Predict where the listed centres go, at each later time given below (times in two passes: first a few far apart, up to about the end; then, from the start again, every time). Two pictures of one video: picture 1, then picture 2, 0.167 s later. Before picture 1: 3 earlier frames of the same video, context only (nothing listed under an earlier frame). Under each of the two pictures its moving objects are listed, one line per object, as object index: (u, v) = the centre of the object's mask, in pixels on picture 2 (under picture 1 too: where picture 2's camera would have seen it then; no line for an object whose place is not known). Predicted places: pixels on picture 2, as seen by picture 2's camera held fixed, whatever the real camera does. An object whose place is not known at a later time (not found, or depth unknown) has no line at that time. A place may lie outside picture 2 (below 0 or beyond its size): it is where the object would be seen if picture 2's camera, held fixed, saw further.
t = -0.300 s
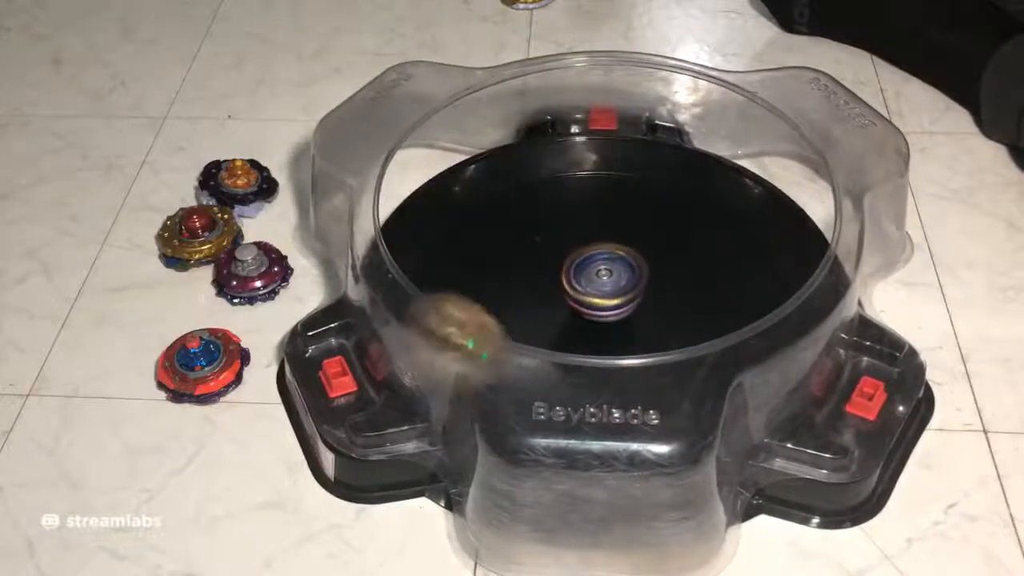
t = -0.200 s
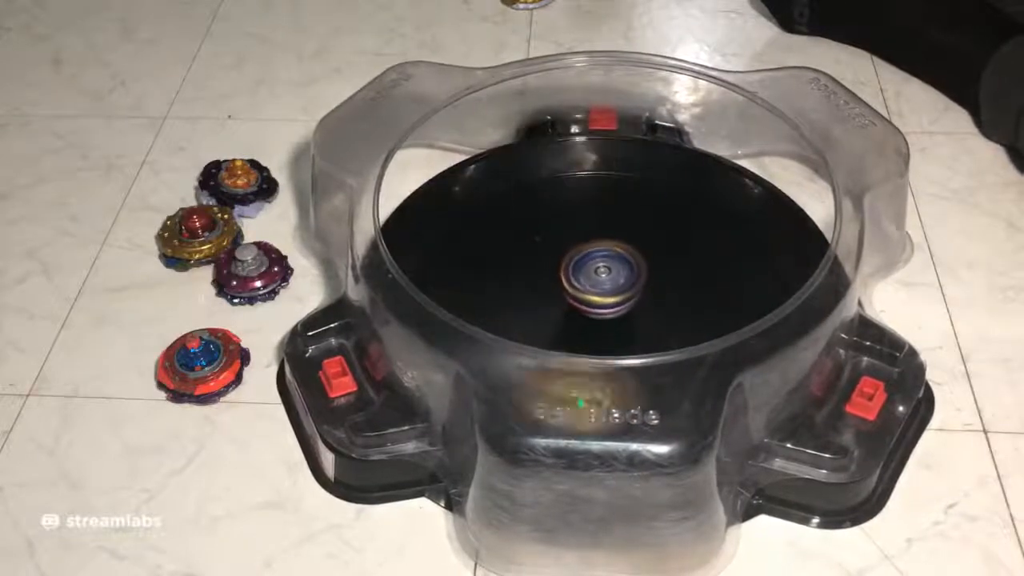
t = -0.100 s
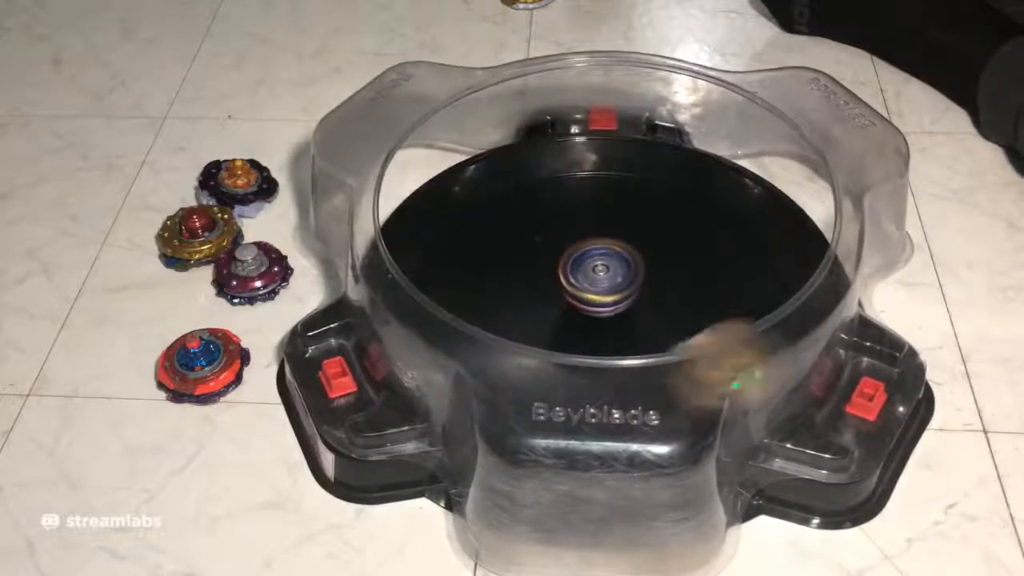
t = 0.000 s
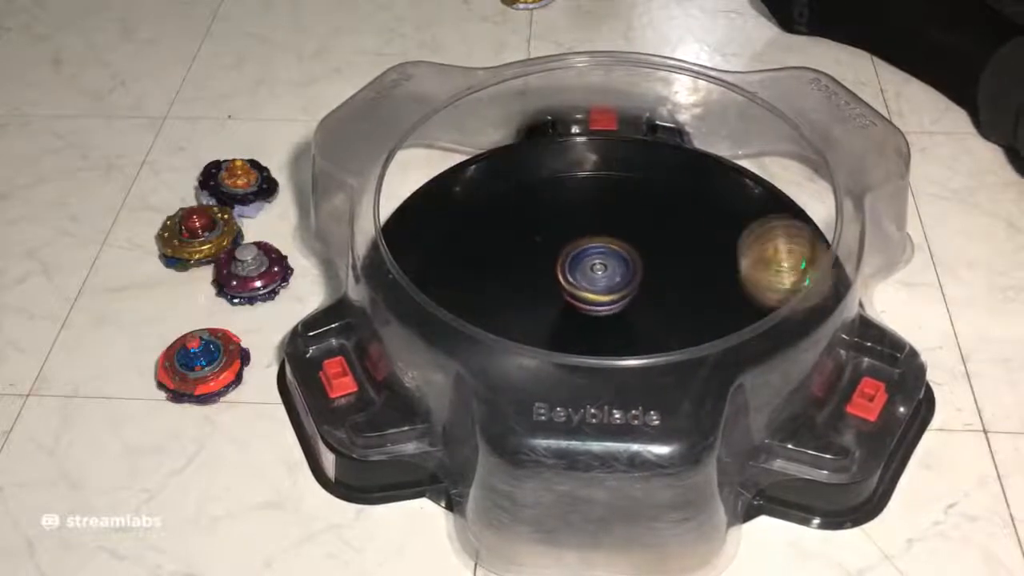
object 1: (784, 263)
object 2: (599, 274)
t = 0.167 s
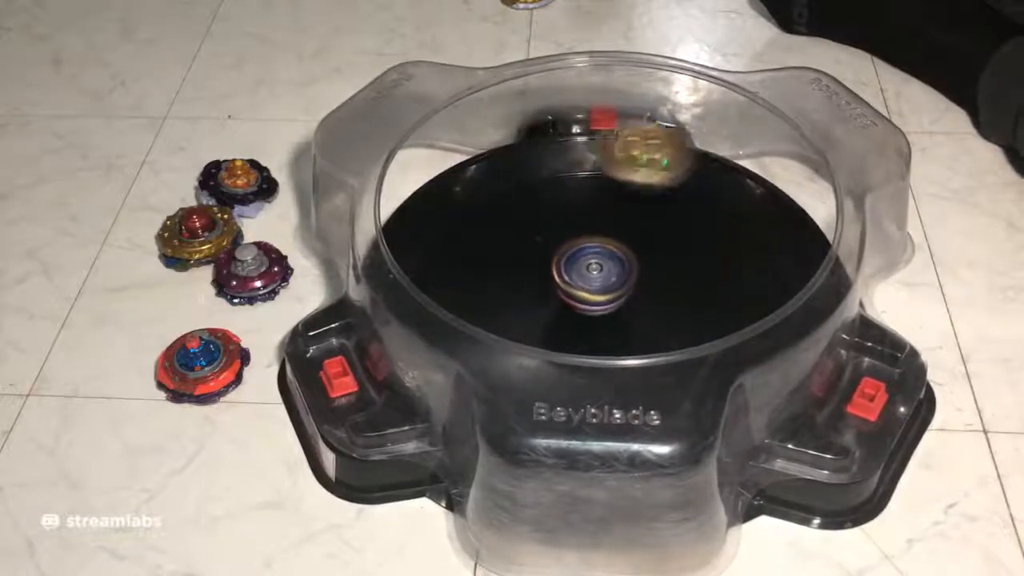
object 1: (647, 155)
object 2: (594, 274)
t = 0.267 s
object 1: (524, 161)
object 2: (592, 275)
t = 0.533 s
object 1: (458, 351)
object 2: (590, 281)
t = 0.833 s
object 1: (778, 257)
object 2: (595, 287)
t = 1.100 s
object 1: (534, 155)
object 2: (604, 287)
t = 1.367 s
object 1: (473, 344)
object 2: (607, 282)
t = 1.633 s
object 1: (772, 308)
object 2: (603, 278)
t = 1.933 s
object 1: (570, 145)
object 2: (595, 278)
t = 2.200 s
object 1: (451, 320)
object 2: (591, 283)
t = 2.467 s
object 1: (766, 331)
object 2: (594, 288)
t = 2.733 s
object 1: (637, 149)
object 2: (601, 289)
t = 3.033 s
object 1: (440, 311)
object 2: (605, 284)
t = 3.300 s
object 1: (751, 340)
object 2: (602, 279)
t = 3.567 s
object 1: (643, 151)
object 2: (595, 278)
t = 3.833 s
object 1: (424, 272)
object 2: (591, 281)
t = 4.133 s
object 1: (738, 350)
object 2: (594, 286)
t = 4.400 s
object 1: (665, 157)
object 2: (601, 286)
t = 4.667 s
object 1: (426, 254)
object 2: (605, 282)
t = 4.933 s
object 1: (696, 376)
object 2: (602, 278)
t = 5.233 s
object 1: (660, 153)
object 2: (597, 278)
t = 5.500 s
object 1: (428, 268)
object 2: (594, 282)
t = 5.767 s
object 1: (721, 369)
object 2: (597, 286)
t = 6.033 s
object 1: (672, 160)
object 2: (603, 285)
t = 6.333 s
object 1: (430, 288)
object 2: (604, 281)
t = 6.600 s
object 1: (734, 347)
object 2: (600, 279)
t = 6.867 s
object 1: (646, 151)
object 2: (595, 281)
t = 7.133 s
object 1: (430, 285)
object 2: (594, 285)
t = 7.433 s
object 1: (768, 316)
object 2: (599, 286)
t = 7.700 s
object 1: (589, 146)
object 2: (602, 283)
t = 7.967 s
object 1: (456, 330)
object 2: (600, 279)
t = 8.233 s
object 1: (777, 302)
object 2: (596, 279)
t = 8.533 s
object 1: (533, 157)
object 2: (594, 282)
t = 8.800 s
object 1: (507, 368)
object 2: (597, 284)
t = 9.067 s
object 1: (780, 257)
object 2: (602, 283)
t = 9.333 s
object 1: (515, 163)
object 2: (603, 280)
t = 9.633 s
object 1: (583, 394)
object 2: (599, 279)
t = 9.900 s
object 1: (759, 212)
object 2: (597, 282)
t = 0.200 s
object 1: (604, 149)
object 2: (594, 274)
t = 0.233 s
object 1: (562, 152)
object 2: (592, 275)
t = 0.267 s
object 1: (524, 161)
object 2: (592, 275)
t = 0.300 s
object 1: (491, 175)
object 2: (591, 276)
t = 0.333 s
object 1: (463, 192)
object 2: (591, 276)
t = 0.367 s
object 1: (441, 212)
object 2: (591, 277)
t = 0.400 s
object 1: (428, 234)
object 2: (590, 278)
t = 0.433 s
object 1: (422, 263)
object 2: (590, 278)
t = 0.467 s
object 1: (427, 289)
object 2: (590, 280)
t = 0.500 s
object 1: (441, 312)
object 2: (589, 281)
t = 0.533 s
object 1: (458, 351)
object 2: (590, 281)
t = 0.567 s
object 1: (505, 373)
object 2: (590, 282)
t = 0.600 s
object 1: (554, 396)
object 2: (590, 283)
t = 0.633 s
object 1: (604, 398)
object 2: (591, 283)
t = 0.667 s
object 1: (663, 393)
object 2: (591, 284)
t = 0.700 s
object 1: (704, 375)
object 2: (592, 285)
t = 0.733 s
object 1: (745, 348)
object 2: (593, 286)
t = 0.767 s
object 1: (768, 318)
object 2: (593, 286)
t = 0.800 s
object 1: (779, 288)
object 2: (595, 287)
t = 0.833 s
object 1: (778, 257)
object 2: (595, 287)
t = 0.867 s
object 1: (766, 230)
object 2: (596, 288)
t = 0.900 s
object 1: (746, 203)
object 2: (598, 288)
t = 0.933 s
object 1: (719, 184)
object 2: (599, 288)
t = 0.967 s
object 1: (684, 165)
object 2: (600, 288)
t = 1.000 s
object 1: (651, 153)
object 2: (601, 288)
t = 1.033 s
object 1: (613, 146)
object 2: (601, 288)
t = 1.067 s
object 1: (568, 147)
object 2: (603, 288)
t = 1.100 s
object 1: (534, 155)
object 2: (604, 287)
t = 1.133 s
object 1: (505, 164)
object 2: (604, 287)
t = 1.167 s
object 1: (471, 183)
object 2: (605, 286)
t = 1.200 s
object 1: (446, 203)
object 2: (606, 286)
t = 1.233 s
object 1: (429, 227)
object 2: (607, 285)
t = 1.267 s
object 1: (420, 257)
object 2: (607, 284)
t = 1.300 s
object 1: (428, 290)
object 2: (607, 283)
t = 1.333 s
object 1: (446, 317)
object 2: (608, 283)
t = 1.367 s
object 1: (473, 344)
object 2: (607, 282)
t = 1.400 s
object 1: (511, 374)
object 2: (608, 281)
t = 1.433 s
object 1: (552, 391)
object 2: (607, 281)
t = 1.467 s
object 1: (605, 397)
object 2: (607, 280)
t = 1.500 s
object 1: (652, 395)
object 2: (607, 280)
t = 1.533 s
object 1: (688, 380)
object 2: (606, 279)
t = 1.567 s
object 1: (724, 359)
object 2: (605, 279)
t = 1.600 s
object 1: (754, 336)
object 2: (604, 279)
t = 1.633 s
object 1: (772, 308)
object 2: (603, 278)
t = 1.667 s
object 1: (780, 279)
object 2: (603, 278)
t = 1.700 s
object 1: (778, 249)
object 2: (602, 277)
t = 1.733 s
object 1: (766, 224)
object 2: (601, 277)
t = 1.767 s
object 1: (747, 199)
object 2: (600, 277)
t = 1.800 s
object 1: (720, 179)
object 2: (599, 277)
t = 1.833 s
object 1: (689, 161)
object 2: (598, 277)
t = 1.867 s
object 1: (652, 150)
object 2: (597, 277)
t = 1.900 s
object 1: (613, 143)
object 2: (596, 278)
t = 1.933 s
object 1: (570, 145)
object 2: (595, 278)
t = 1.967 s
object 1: (533, 154)
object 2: (594, 278)
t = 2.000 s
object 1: (498, 168)
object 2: (594, 279)
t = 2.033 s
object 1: (469, 187)
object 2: (593, 280)
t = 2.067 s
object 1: (445, 209)
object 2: (593, 280)
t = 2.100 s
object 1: (430, 236)
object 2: (592, 281)
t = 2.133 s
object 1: (427, 268)
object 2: (591, 281)
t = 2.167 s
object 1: (434, 296)
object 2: (591, 282)
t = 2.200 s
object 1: (451, 320)
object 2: (591, 283)
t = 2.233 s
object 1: (477, 352)
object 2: (591, 284)
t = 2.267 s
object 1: (517, 373)
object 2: (591, 284)
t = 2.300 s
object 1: (567, 394)
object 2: (591, 285)
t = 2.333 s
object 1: (611, 397)
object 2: (592, 286)
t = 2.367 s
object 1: (661, 393)
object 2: (592, 287)
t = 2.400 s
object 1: (697, 378)
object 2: (593, 287)
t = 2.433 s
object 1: (733, 354)
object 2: (593, 288)
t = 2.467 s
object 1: (766, 331)
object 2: (594, 288)
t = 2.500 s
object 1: (781, 303)
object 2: (595, 288)
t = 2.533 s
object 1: (788, 272)
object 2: (595, 289)
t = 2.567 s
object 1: (780, 241)
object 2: (597, 289)
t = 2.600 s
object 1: (765, 215)
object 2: (598, 289)
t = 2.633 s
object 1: (740, 190)
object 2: (599, 289)
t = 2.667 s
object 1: (707, 172)
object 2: (600, 290)
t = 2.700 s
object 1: (670, 158)
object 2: (600, 289)
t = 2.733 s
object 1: (637, 149)
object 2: (601, 289)
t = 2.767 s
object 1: (589, 147)
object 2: (602, 289)
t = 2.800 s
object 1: (551, 151)
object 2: (603, 288)
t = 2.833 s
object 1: (519, 161)
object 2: (603, 288)
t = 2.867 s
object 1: (487, 177)
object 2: (603, 287)
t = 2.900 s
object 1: (459, 198)
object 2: (604, 287)
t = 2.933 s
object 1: (440, 219)
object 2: (604, 286)
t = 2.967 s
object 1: (428, 248)
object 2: (605, 286)
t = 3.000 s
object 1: (430, 281)
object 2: (605, 285)
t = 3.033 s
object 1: (440, 311)
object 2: (605, 284)
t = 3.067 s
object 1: (457, 339)
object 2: (605, 284)
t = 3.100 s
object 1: (494, 362)
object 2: (605, 283)
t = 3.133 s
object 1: (532, 382)
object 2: (605, 282)
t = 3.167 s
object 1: (583, 399)
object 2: (604, 281)
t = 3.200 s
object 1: (634, 399)
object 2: (604, 281)
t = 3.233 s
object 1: (686, 386)
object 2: (603, 280)
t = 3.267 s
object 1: (723, 367)
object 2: (602, 279)
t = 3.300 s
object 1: (751, 340)
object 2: (602, 279)
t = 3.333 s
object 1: (779, 312)
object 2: (601, 278)
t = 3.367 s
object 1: (784, 279)
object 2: (601, 278)
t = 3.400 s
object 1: (779, 248)
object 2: (599, 278)
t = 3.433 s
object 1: (765, 221)
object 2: (599, 278)
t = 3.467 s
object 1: (741, 196)
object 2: (598, 278)
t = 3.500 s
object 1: (711, 176)
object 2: (597, 277)
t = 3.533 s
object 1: (678, 161)
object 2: (596, 278)
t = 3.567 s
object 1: (643, 151)
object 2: (595, 278)
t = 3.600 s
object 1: (599, 146)
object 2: (595, 278)
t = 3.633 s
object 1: (560, 150)
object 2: (594, 279)
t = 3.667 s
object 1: (520, 160)
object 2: (593, 279)
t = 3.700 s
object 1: (490, 173)
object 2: (592, 279)
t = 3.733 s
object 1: (461, 192)
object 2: (592, 280)
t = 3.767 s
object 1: (440, 214)
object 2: (591, 280)
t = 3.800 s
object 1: (427, 240)
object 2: (591, 281)
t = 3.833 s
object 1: (424, 272)
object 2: (591, 281)
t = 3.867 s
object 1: (430, 300)
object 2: (590, 282)
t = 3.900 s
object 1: (448, 334)
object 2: (590, 282)
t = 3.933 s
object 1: (489, 363)
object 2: (591, 283)
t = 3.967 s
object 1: (532, 386)
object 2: (591, 283)
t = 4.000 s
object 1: (577, 395)
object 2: (591, 284)
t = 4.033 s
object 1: (625, 398)
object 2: (592, 285)
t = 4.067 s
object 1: (663, 393)
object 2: (593, 285)
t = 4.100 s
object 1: (708, 372)
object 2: (593, 286)
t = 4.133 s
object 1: (738, 350)
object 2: (594, 286)
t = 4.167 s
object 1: (765, 327)
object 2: (595, 286)
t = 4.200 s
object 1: (777, 296)
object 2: (596, 286)
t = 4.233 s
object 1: (776, 263)
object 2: (597, 287)
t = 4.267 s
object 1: (774, 237)
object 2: (597, 286)
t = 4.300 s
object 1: (756, 210)
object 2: (599, 287)
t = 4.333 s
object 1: (732, 188)
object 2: (599, 287)
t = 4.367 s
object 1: (701, 170)
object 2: (600, 286)
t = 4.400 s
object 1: (665, 157)
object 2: (601, 286)
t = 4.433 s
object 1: (631, 148)
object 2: (601, 286)
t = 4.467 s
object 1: (587, 145)
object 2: (602, 285)
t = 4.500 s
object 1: (546, 150)
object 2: (603, 285)
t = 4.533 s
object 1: (513, 161)
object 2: (604, 284)
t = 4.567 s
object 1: (479, 179)
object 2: (604, 284)
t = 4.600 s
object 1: (452, 200)
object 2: (605, 283)
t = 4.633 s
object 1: (434, 225)
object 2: (605, 283)
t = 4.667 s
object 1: (426, 254)
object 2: (605, 282)
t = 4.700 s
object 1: (429, 287)
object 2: (605, 281)
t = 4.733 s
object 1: (444, 316)
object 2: (605, 281)
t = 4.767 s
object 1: (470, 343)
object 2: (605, 280)
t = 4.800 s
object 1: (510, 372)
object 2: (605, 280)
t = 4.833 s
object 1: (550, 388)
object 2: (604, 279)
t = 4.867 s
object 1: (606, 397)
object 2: (604, 279)
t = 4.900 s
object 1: (658, 395)
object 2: (603, 278)
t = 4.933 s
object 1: (696, 376)
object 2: (602, 278)
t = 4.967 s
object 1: (737, 352)
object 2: (602, 278)
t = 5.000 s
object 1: (764, 329)
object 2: (601, 277)
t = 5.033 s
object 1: (780, 298)
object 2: (600, 277)
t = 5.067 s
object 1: (785, 266)
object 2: (600, 277)
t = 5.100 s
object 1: (775, 235)
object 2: (599, 277)
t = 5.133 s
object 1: (756, 207)
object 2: (599, 277)
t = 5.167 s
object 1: (731, 186)
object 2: (598, 277)
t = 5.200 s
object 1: (697, 167)
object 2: (597, 278)
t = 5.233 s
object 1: (660, 153)
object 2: (597, 278)
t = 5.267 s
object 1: (624, 147)
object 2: (596, 279)
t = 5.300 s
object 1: (574, 148)
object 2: (596, 279)
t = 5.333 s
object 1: (540, 155)
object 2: (595, 280)
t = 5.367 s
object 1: (503, 170)
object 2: (595, 280)
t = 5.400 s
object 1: (472, 186)
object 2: (594, 281)
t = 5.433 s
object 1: (449, 209)
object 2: (595, 281)
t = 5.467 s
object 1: (434, 236)
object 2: (594, 282)
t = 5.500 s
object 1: (428, 268)
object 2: (594, 282)
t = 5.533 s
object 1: (436, 298)
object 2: (594, 283)
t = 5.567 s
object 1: (455, 328)
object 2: (594, 283)
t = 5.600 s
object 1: (491, 360)
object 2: (595, 284)
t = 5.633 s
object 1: (532, 383)
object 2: (595, 285)
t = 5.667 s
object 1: (584, 396)
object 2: (596, 285)
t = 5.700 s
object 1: (628, 400)
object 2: (596, 285)
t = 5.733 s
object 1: (674, 392)
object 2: (597, 286)
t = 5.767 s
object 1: (721, 369)
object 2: (597, 286)
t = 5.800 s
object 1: (750, 342)
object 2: (598, 286)
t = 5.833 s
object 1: (775, 314)
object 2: (599, 287)
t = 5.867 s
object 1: (783, 281)
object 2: (600, 286)
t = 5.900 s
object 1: (778, 248)
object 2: (600, 286)
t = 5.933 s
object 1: (764, 220)
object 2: (601, 286)
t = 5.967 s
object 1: (742, 195)
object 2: (602, 286)
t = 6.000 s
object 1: (709, 175)
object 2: (602, 286)
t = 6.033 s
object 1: (672, 160)
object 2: (603, 285)
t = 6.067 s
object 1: (637, 150)
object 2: (603, 285)
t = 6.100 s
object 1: (592, 148)
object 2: (604, 285)
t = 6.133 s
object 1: (549, 151)
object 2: (604, 284)
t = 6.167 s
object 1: (515, 164)
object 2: (604, 284)
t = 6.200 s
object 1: (480, 181)
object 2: (604, 283)
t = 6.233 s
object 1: (453, 201)
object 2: (604, 283)
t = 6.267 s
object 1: (434, 226)
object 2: (604, 282)
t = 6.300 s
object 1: (426, 254)
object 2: (604, 282)
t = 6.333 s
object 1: (430, 288)
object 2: (604, 281)
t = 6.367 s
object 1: (446, 313)
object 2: (603, 281)
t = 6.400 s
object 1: (475, 345)
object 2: (603, 281)
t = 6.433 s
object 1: (513, 375)
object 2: (603, 280)
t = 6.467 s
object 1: (564, 392)
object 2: (602, 280)
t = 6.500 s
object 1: (614, 400)
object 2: (602, 280)
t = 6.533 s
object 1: (662, 395)
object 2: (601, 280)
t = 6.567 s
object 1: (705, 372)
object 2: (600, 280)
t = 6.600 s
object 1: (734, 347)
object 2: (600, 279)
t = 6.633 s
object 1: (767, 320)
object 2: (599, 280)
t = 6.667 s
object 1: (779, 290)
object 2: (598, 279)
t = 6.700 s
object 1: (780, 258)
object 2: (598, 280)
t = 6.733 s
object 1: (769, 229)
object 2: (597, 280)
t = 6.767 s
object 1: (747, 201)
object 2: (597, 280)
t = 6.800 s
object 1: (717, 180)
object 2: (596, 280)
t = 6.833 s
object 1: (681, 162)
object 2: (596, 281)
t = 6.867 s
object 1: (646, 151)
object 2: (595, 281)
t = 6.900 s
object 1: (600, 145)
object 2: (594, 282)
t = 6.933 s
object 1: (560, 150)
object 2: (594, 282)
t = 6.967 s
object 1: (520, 161)
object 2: (594, 282)
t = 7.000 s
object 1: (486, 177)
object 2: (594, 283)
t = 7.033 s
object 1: (458, 197)
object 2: (594, 283)
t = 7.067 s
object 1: (437, 223)
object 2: (594, 284)
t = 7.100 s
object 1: (427, 253)
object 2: (594, 284)
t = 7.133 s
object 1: (430, 285)
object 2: (594, 285)
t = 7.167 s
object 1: (445, 313)
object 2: (594, 285)
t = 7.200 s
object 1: (471, 346)
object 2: (595, 286)
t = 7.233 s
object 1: (512, 373)
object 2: (595, 285)
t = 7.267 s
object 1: (564, 391)
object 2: (596, 286)
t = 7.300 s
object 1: (613, 398)
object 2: (596, 286)
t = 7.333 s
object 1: (664, 394)
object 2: (597, 286)
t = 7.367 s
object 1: (710, 372)
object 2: (597, 286)
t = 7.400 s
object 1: (744, 345)
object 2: (598, 286)
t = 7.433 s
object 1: (768, 316)
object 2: (599, 286)
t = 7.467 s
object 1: (782, 284)
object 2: (599, 286)
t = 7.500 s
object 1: (778, 251)
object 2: (600, 286)
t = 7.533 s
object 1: (767, 222)
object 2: (600, 285)
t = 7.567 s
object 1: (744, 196)
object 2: (601, 285)
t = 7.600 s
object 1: (711, 175)
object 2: (601, 285)
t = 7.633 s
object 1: (673, 159)
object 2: (601, 284)
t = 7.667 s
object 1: (637, 150)
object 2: (602, 284)
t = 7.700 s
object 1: (589, 146)
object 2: (602, 283)
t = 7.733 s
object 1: (550, 152)
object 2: (602, 283)
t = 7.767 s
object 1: (508, 168)
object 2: (602, 282)
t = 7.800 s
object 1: (477, 184)
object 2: (602, 281)
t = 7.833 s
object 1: (450, 207)
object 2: (602, 281)
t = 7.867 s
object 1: (433, 234)
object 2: (601, 280)
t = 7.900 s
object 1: (428, 267)
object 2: (601, 280)
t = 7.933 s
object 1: (435, 297)
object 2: (600, 280)
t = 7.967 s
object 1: (456, 330)
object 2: (600, 279)
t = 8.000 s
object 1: (494, 359)
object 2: (599, 279)
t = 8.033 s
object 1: (536, 383)
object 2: (599, 279)
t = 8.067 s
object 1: (592, 395)
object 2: (598, 279)
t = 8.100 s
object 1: (645, 398)
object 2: (598, 278)
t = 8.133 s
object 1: (685, 383)
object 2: (597, 279)
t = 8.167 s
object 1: (720, 364)
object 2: (597, 279)
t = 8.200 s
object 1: (757, 332)
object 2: (596, 279)
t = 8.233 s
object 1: (777, 302)
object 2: (596, 279)
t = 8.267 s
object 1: (783, 271)
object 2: (595, 279)
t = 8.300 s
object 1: (775, 240)
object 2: (595, 279)
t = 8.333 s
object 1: (757, 212)
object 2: (595, 280)
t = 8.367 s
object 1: (731, 188)
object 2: (595, 280)
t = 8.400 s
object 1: (695, 168)
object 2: (594, 281)
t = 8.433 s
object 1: (657, 155)
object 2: (594, 281)
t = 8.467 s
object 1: (616, 147)
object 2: (594, 281)
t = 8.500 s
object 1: (572, 148)
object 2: (594, 282)
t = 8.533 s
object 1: (533, 157)
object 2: (594, 282)
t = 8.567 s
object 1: (498, 171)
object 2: (594, 282)
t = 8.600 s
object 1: (465, 191)
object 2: (595, 283)
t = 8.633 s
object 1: (443, 216)
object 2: (595, 283)
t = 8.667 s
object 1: (431, 243)
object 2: (595, 284)
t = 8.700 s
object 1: (429, 278)
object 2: (596, 284)
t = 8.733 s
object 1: (445, 307)
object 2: (596, 284)
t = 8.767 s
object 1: (459, 342)
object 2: (597, 284)
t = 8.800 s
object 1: (507, 368)
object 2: (597, 284)
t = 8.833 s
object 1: (547, 386)
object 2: (598, 285)
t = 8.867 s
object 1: (599, 396)
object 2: (599, 284)
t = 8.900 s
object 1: (659, 396)
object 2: (599, 284)
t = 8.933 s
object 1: (698, 376)
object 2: (600, 284)
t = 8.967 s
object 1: (737, 349)
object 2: (600, 284)
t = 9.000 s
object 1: (765, 320)
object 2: (601, 284)
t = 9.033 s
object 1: (780, 290)
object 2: (601, 284)
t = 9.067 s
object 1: (780, 257)
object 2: (602, 283)
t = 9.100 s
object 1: (768, 226)
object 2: (602, 283)
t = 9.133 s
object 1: (745, 200)
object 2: (602, 282)
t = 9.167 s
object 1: (717, 179)
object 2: (602, 282)
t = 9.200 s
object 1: (678, 161)
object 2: (603, 282)
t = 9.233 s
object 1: (640, 149)
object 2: (603, 281)
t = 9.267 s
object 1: (595, 145)
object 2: (603, 281)
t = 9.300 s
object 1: (551, 151)
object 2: (603, 281)
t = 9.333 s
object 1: (515, 163)
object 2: (603, 280)
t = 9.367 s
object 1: (479, 183)
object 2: (603, 280)
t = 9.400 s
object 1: (453, 203)
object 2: (602, 280)
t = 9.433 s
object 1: (435, 229)
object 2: (602, 279)
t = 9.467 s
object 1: (428, 262)
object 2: (601, 279)
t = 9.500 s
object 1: (434, 294)
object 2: (601, 279)
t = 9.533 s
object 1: (456, 321)
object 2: (600, 279)
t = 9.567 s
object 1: (489, 356)
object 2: (600, 279)
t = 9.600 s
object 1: (531, 380)
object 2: (600, 279)
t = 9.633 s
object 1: (583, 394)
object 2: (599, 279)
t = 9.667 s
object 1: (630, 396)
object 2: (599, 279)
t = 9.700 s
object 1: (679, 385)
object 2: (598, 279)
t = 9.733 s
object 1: (719, 365)
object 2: (598, 280)
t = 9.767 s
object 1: (759, 340)
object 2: (598, 280)
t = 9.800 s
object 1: (775, 306)
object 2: (597, 280)
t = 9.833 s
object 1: (782, 274)
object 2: (597, 281)
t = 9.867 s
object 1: (775, 242)
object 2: (597, 281)
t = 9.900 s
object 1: (759, 212)
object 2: (597, 282)
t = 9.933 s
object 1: (732, 188)
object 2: (597, 282)
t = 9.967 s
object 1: (698, 169)
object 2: (597, 283)
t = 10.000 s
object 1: (660, 154)
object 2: (597, 283)
